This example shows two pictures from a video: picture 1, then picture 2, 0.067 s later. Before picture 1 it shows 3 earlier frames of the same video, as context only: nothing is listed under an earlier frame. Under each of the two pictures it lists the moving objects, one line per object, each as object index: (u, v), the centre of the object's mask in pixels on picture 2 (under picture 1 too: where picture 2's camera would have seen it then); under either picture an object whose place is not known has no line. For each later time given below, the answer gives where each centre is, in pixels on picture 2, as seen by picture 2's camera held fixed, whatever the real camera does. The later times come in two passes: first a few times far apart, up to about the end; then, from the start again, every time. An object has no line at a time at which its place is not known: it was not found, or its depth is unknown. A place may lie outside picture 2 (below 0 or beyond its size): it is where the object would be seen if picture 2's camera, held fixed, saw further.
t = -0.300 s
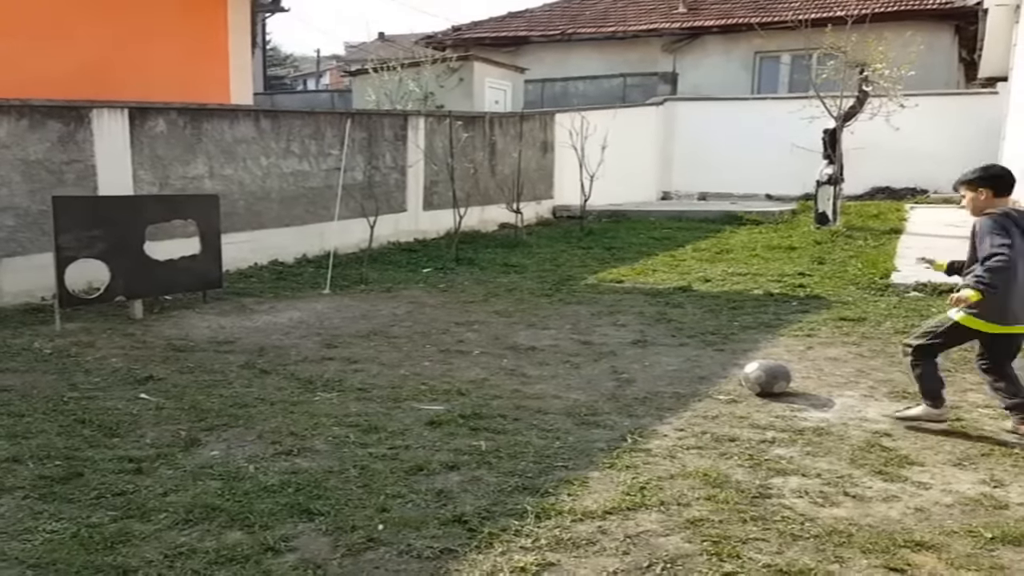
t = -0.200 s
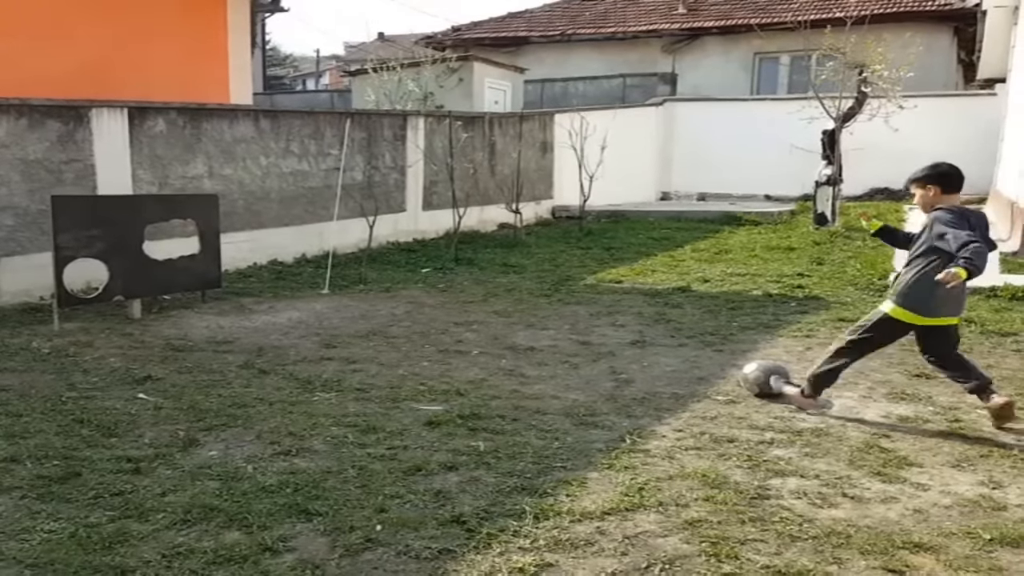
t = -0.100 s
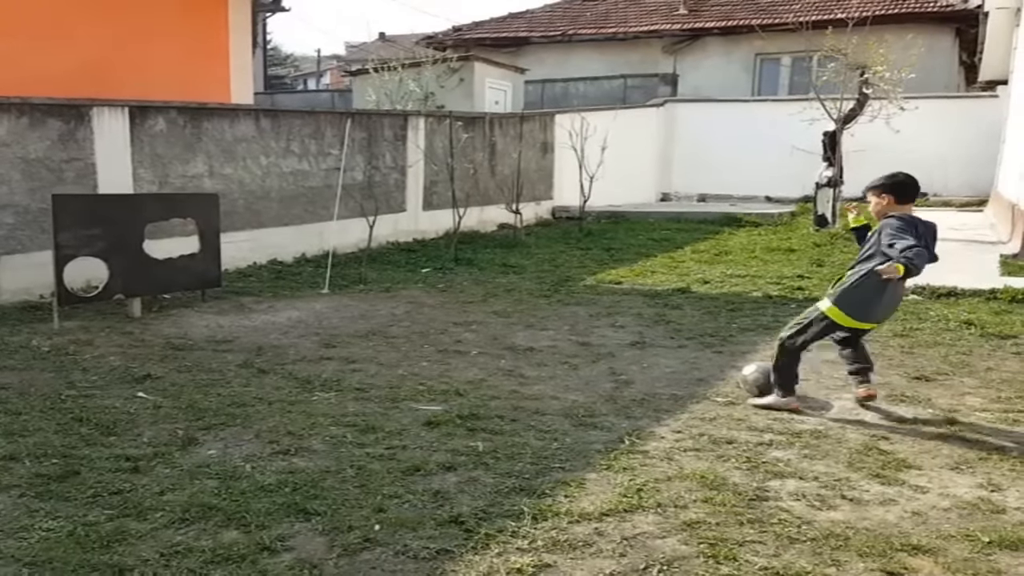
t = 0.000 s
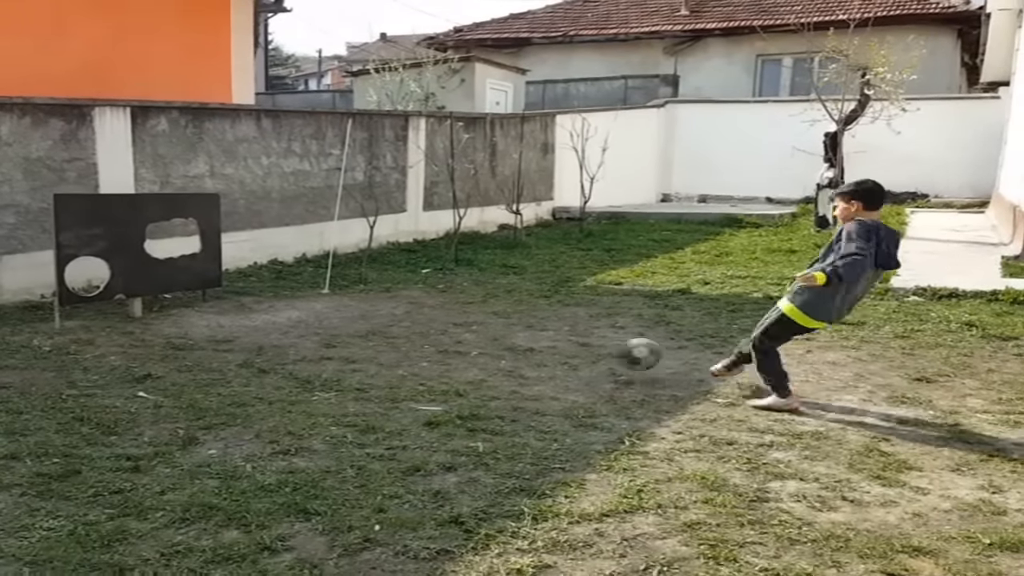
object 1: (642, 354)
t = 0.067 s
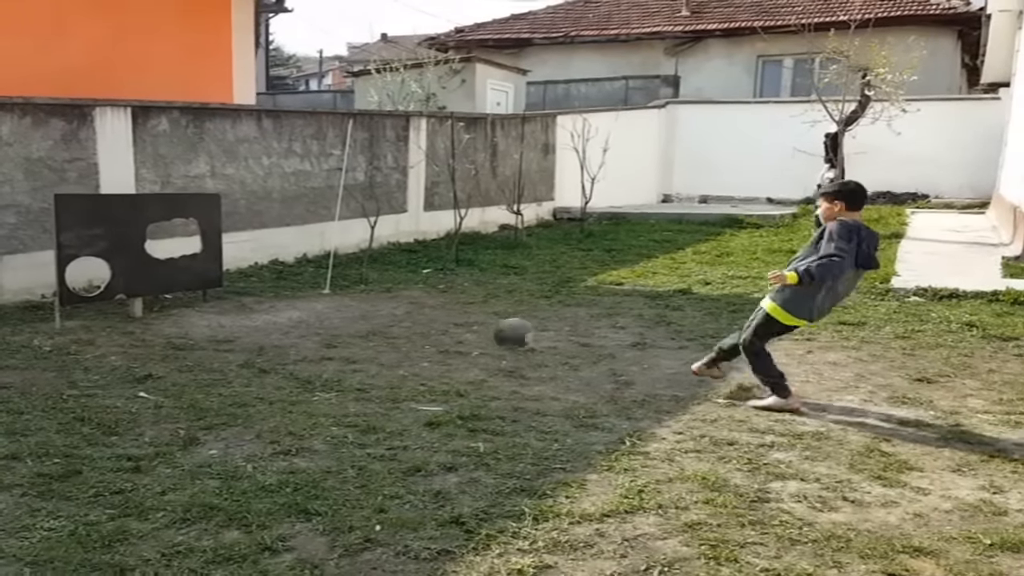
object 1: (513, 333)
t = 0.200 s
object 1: (308, 315)
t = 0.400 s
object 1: (165, 300)
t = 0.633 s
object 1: (284, 326)
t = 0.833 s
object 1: (375, 352)
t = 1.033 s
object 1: (454, 365)
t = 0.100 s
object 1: (456, 326)
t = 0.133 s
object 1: (404, 320)
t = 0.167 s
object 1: (357, 317)
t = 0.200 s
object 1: (308, 315)
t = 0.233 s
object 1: (264, 314)
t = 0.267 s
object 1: (220, 314)
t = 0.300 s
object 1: (181, 314)
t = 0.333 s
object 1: (150, 303)
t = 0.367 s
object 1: (147, 300)
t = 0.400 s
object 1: (165, 300)
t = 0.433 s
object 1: (183, 303)
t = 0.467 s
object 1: (202, 308)
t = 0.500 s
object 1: (220, 315)
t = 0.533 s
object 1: (239, 325)
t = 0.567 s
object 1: (257, 329)
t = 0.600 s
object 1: (271, 328)
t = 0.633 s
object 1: (284, 326)
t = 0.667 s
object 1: (298, 326)
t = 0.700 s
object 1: (312, 327)
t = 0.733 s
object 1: (327, 330)
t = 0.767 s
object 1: (343, 335)
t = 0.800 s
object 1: (358, 342)
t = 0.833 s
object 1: (375, 352)
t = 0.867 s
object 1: (389, 358)
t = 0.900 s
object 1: (401, 358)
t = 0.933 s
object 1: (414, 356)
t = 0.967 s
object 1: (427, 358)
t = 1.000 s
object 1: (441, 361)
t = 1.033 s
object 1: (454, 365)
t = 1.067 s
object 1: (470, 372)
